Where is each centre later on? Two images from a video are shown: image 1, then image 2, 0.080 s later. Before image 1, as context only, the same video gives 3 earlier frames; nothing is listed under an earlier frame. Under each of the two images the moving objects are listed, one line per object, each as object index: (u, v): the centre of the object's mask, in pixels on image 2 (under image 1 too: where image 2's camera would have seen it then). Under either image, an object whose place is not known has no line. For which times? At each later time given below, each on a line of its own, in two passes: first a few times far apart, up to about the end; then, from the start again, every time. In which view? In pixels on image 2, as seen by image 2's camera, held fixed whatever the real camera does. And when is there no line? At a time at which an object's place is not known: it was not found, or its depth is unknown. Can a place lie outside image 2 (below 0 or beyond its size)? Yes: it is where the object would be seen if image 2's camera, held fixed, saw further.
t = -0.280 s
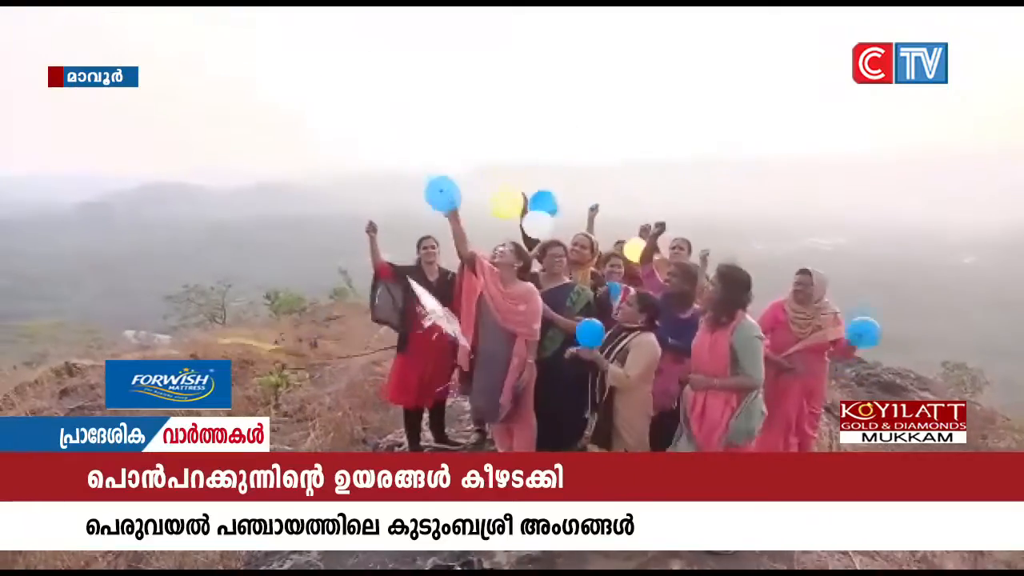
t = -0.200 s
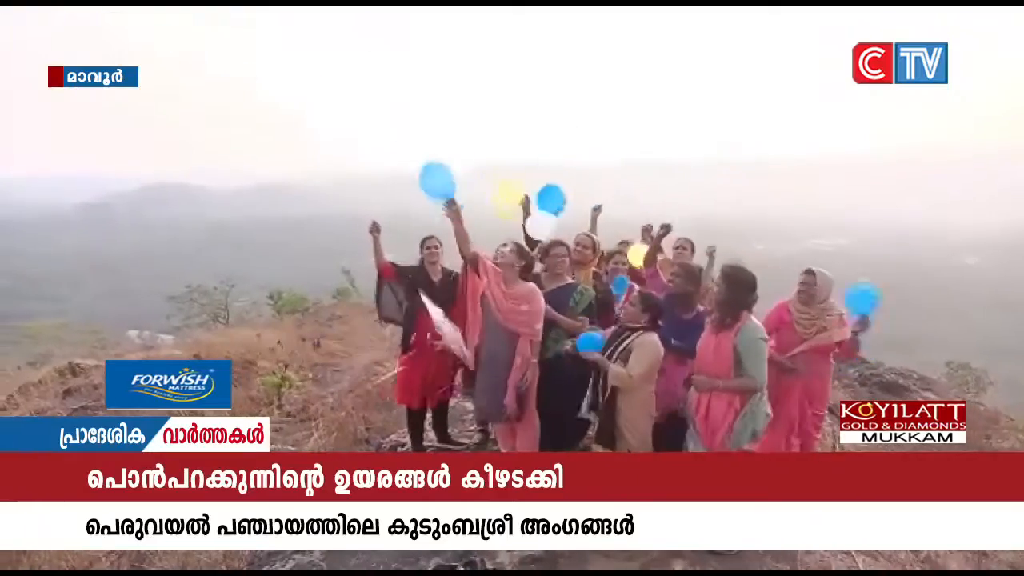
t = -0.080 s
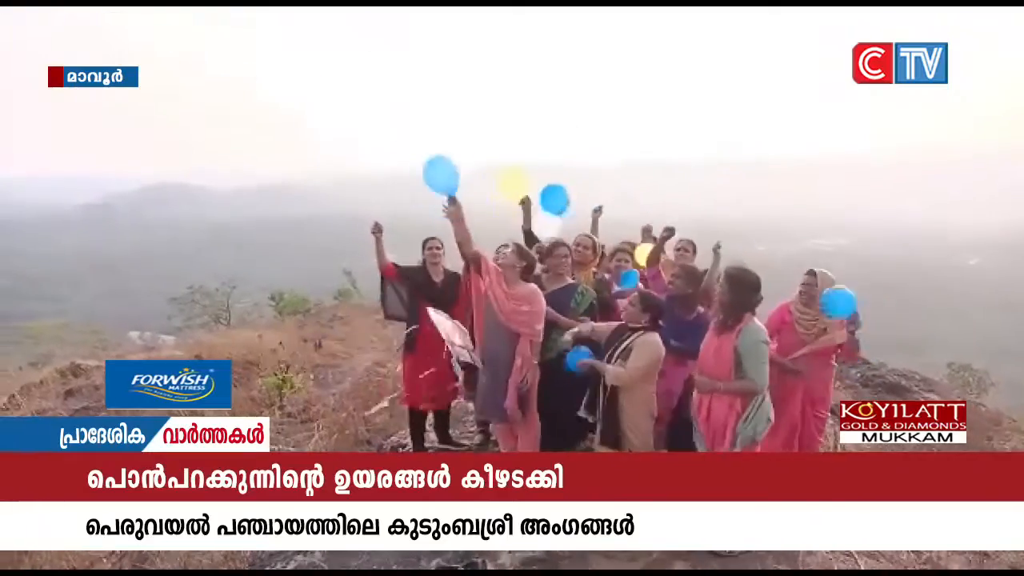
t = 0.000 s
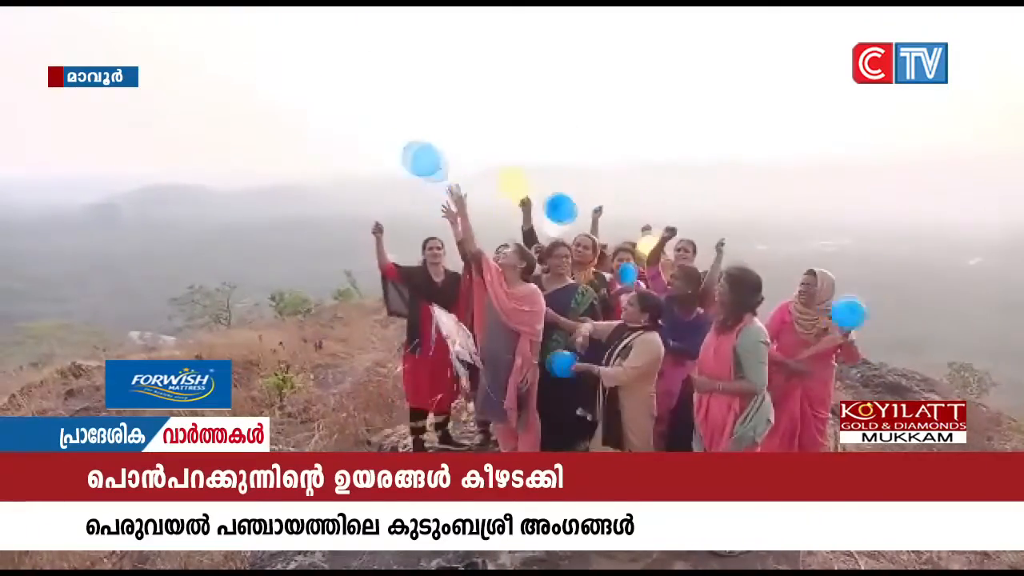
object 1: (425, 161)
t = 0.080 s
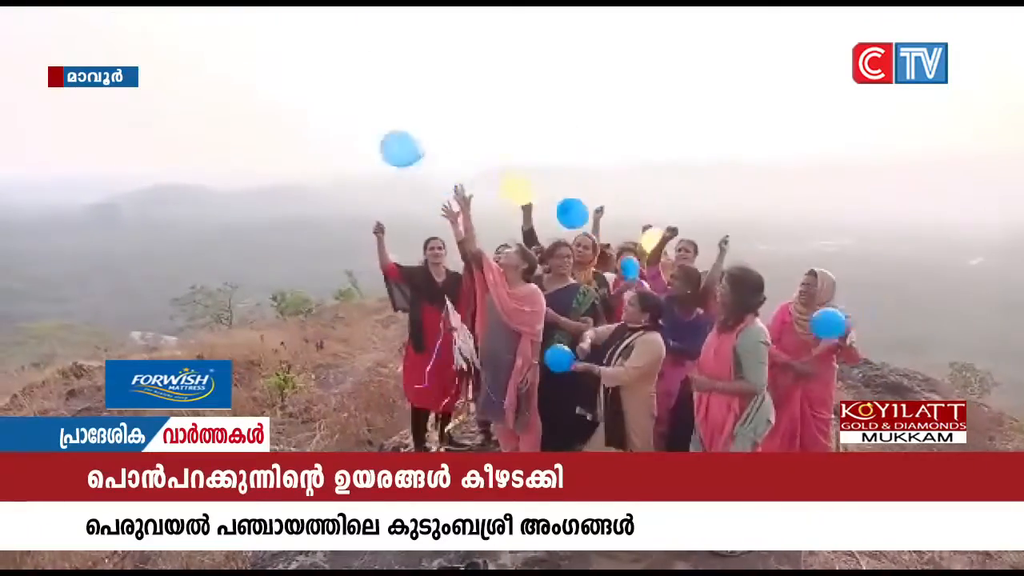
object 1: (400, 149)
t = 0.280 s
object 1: (336, 143)
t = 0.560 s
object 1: (232, 133)
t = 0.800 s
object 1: (20, 168)
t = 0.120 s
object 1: (389, 146)
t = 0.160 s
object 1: (379, 144)
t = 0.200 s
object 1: (363, 142)
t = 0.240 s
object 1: (351, 142)
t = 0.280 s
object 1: (336, 143)
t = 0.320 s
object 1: (323, 144)
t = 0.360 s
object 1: (308, 144)
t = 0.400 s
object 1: (292, 142)
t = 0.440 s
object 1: (279, 140)
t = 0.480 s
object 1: (264, 138)
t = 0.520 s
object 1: (249, 136)
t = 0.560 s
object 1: (232, 133)
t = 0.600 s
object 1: (211, 132)
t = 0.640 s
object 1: (189, 134)
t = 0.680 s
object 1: (139, 141)
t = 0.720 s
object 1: (86, 152)
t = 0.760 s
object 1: (48, 161)
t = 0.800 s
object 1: (20, 168)
